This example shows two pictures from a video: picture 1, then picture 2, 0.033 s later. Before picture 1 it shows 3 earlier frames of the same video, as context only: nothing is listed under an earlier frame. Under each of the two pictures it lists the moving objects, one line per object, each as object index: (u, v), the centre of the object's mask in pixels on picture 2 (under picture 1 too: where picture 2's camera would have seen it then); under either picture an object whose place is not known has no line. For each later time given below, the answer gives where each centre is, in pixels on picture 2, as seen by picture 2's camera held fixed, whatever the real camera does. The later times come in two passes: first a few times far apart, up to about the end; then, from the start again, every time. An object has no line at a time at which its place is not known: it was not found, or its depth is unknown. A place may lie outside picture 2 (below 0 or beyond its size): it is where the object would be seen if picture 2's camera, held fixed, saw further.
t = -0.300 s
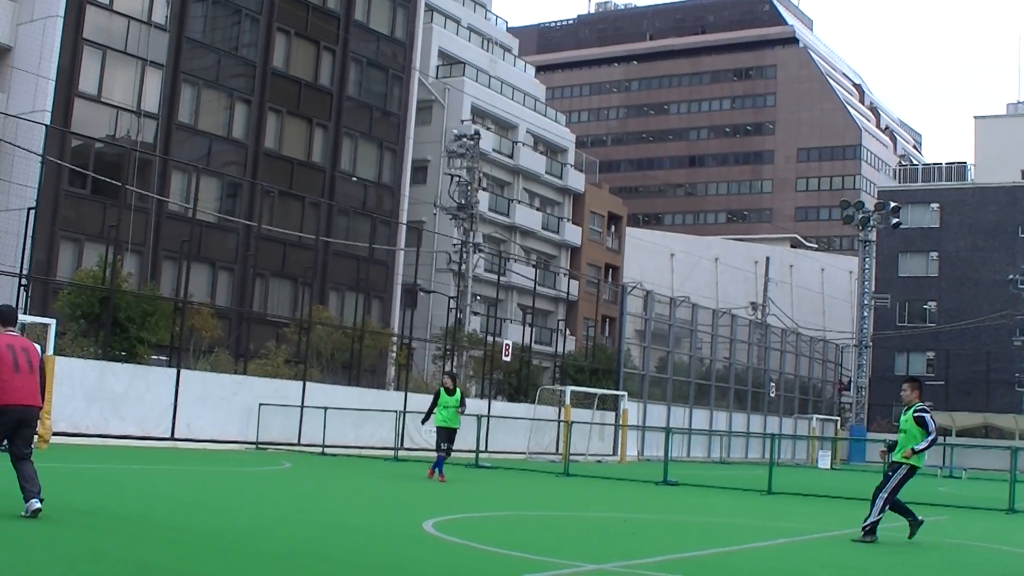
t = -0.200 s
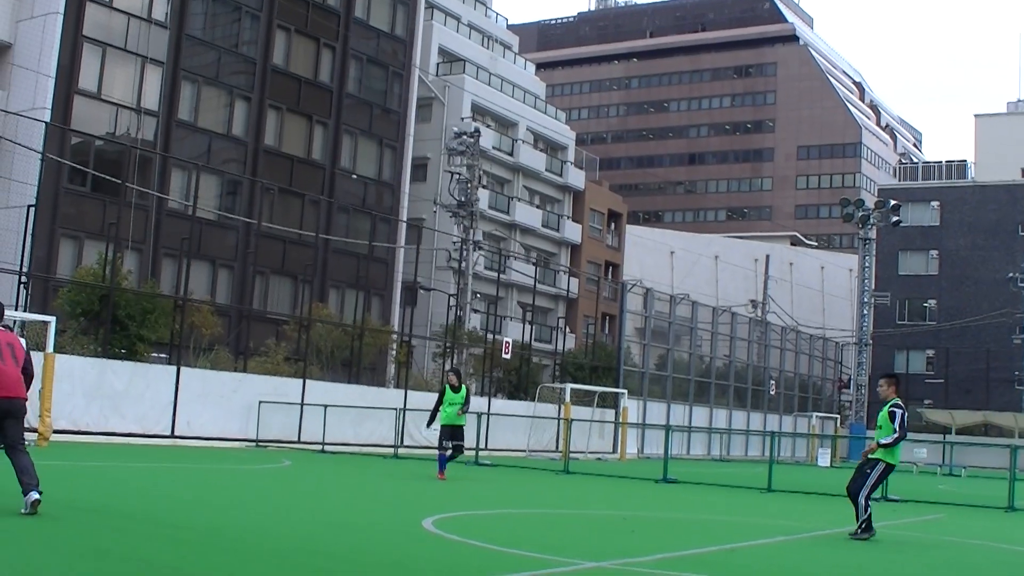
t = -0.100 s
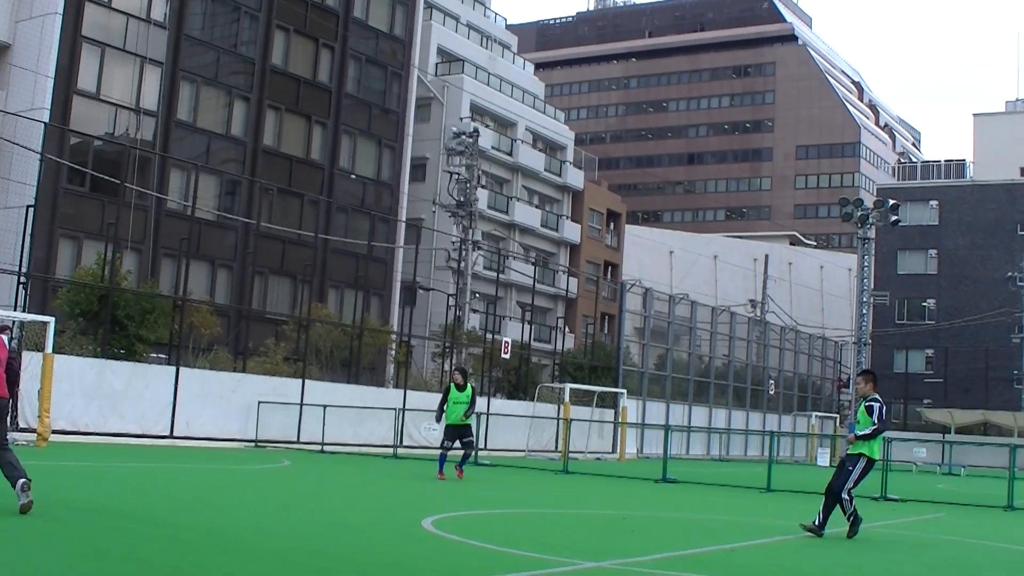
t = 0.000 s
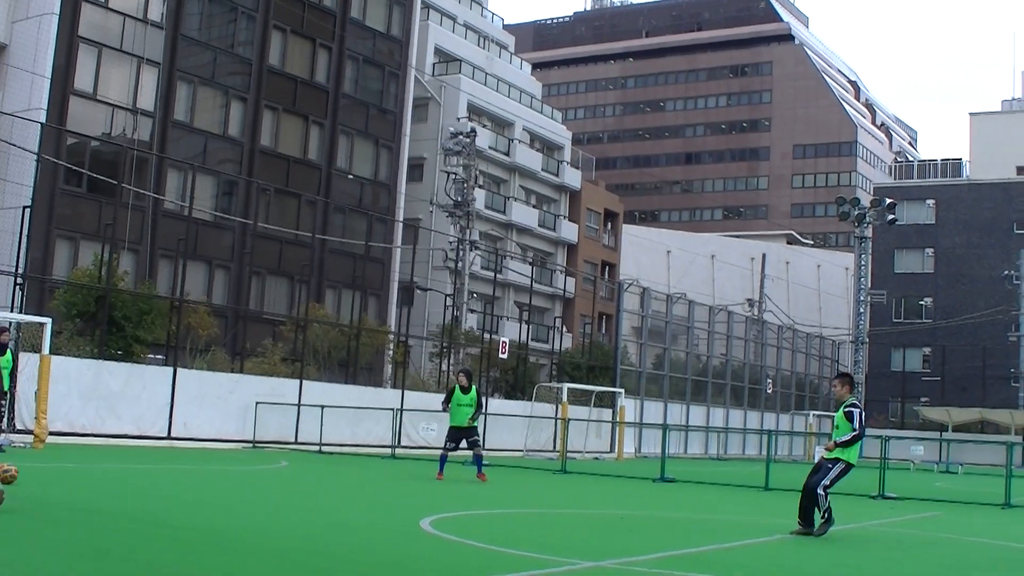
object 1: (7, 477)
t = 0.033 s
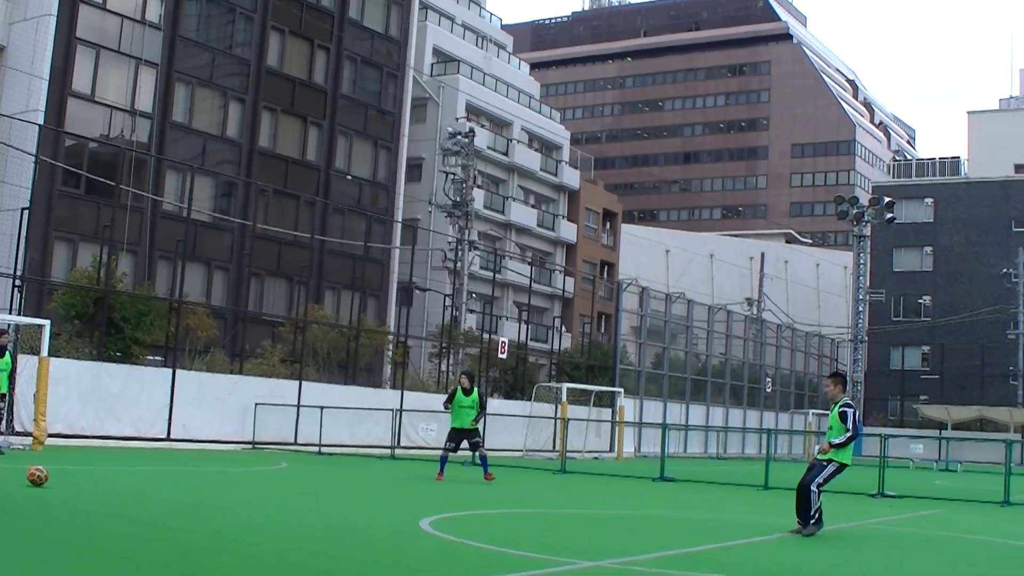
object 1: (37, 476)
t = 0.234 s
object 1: (195, 478)
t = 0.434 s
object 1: (313, 481)
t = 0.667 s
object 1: (417, 482)
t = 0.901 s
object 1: (495, 482)
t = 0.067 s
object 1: (67, 476)
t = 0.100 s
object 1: (95, 477)
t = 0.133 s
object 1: (123, 477)
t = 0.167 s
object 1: (148, 478)
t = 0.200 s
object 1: (172, 479)
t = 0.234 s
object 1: (195, 478)
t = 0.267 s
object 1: (217, 479)
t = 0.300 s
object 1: (238, 479)
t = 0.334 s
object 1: (259, 480)
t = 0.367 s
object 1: (277, 480)
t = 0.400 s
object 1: (296, 481)
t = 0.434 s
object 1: (313, 481)
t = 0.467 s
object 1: (330, 480)
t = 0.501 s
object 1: (346, 481)
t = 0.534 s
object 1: (361, 481)
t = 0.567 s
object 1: (376, 481)
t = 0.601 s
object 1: (390, 481)
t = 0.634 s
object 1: (404, 482)
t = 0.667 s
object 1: (417, 482)
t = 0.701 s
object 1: (429, 482)
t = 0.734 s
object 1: (442, 482)
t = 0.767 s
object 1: (453, 482)
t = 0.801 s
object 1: (464, 482)
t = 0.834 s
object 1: (475, 481)
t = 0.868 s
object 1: (485, 482)
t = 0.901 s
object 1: (495, 482)
